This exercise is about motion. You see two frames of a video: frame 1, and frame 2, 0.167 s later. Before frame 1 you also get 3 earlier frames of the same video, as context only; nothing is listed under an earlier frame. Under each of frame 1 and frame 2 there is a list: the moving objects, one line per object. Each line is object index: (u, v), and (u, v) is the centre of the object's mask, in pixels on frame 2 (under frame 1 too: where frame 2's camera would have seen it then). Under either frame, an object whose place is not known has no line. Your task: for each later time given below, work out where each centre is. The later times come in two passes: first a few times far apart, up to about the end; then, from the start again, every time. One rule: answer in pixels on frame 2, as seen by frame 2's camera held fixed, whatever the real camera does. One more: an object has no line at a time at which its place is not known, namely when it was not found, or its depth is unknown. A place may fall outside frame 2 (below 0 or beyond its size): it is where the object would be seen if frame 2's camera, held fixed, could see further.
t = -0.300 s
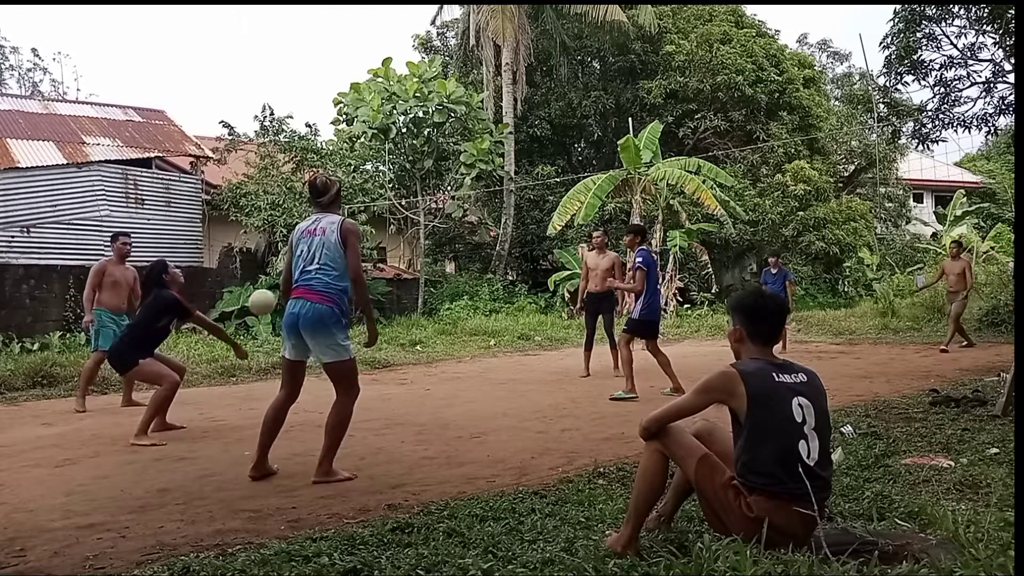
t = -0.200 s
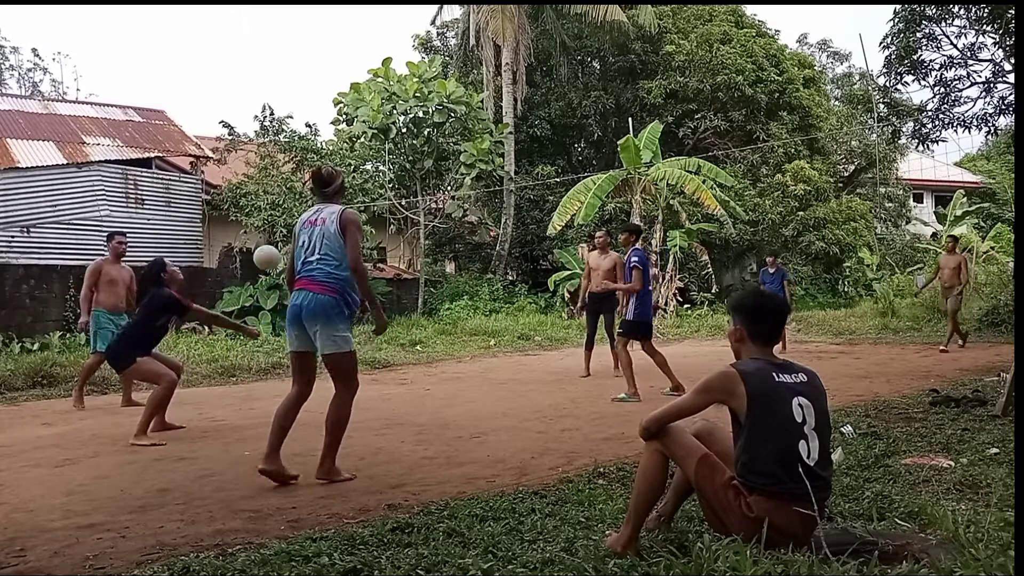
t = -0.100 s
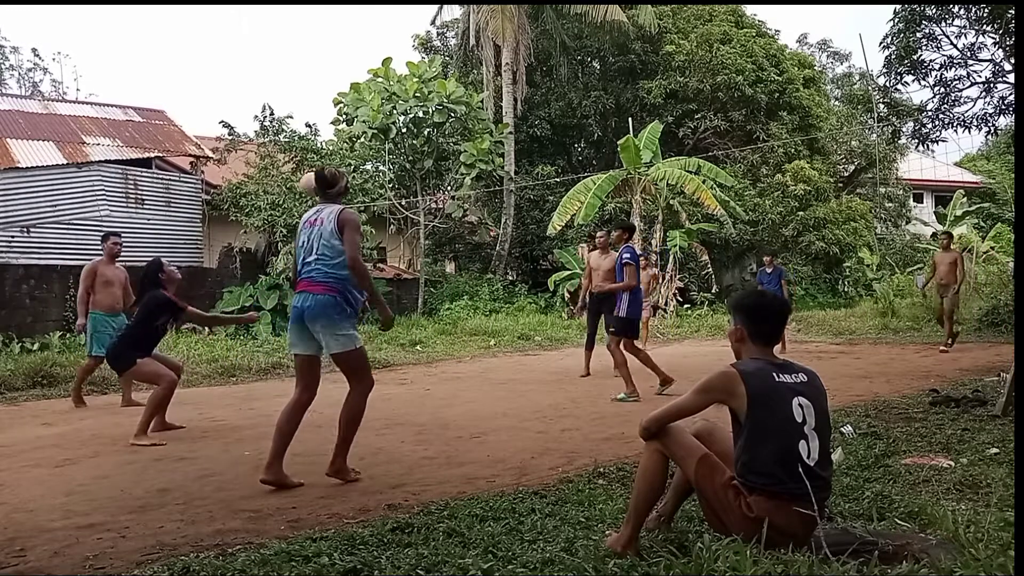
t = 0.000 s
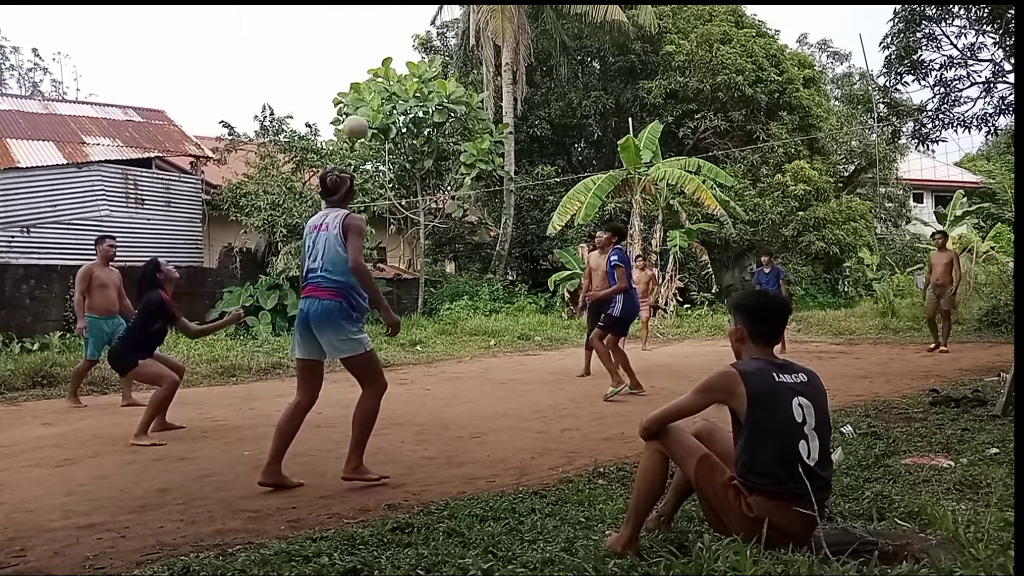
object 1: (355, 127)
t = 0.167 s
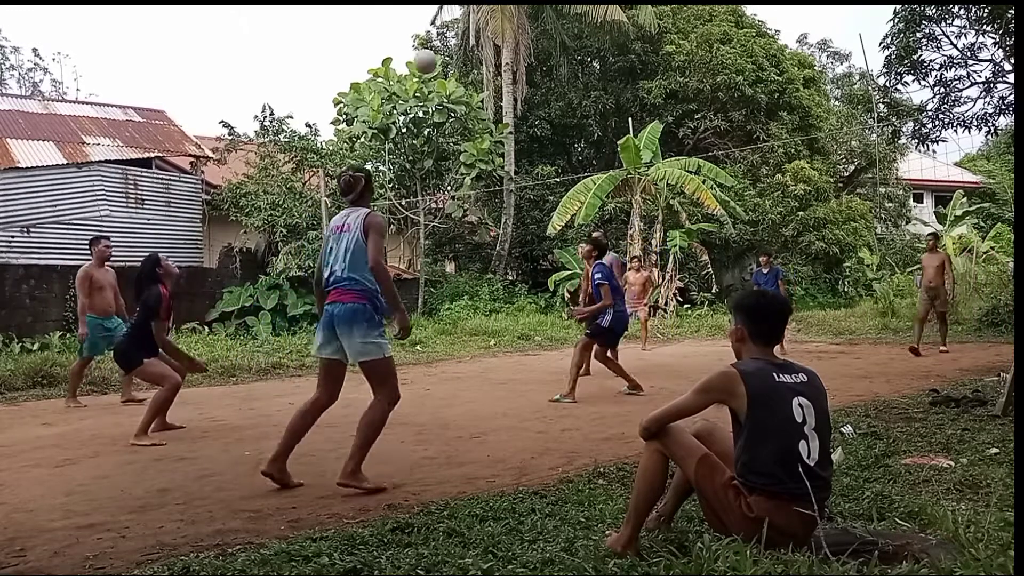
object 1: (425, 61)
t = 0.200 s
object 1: (438, 53)
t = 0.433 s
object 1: (528, 28)
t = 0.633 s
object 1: (601, 55)
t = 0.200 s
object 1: (438, 53)
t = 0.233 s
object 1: (451, 45)
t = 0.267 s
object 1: (464, 40)
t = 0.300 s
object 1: (477, 35)
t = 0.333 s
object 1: (490, 32)
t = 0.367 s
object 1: (503, 29)
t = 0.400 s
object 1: (516, 28)
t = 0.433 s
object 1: (528, 28)
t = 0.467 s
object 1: (540, 29)
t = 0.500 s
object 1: (552, 32)
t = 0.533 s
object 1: (565, 37)
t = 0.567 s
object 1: (577, 42)
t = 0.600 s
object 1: (589, 48)
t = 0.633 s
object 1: (601, 55)
